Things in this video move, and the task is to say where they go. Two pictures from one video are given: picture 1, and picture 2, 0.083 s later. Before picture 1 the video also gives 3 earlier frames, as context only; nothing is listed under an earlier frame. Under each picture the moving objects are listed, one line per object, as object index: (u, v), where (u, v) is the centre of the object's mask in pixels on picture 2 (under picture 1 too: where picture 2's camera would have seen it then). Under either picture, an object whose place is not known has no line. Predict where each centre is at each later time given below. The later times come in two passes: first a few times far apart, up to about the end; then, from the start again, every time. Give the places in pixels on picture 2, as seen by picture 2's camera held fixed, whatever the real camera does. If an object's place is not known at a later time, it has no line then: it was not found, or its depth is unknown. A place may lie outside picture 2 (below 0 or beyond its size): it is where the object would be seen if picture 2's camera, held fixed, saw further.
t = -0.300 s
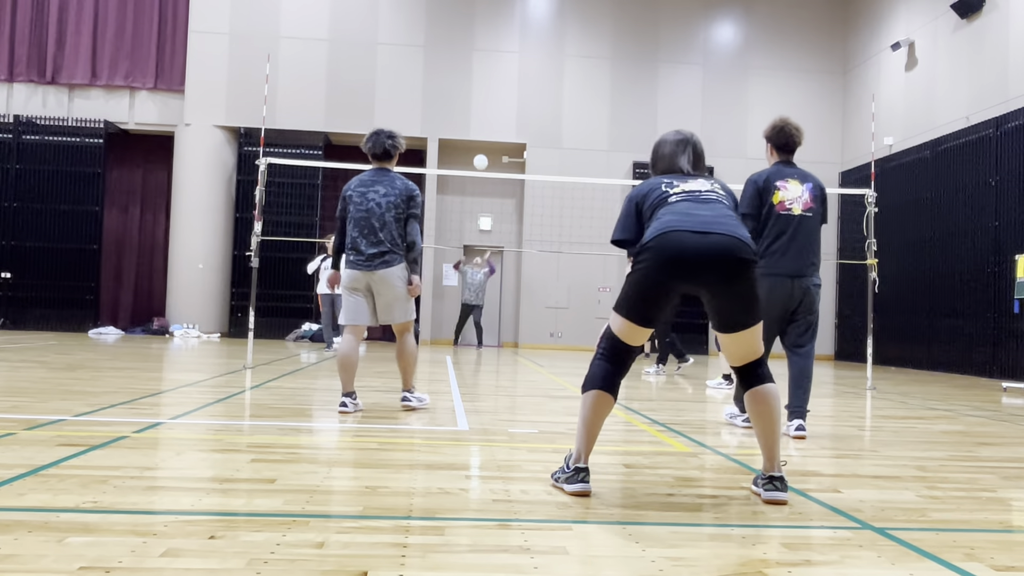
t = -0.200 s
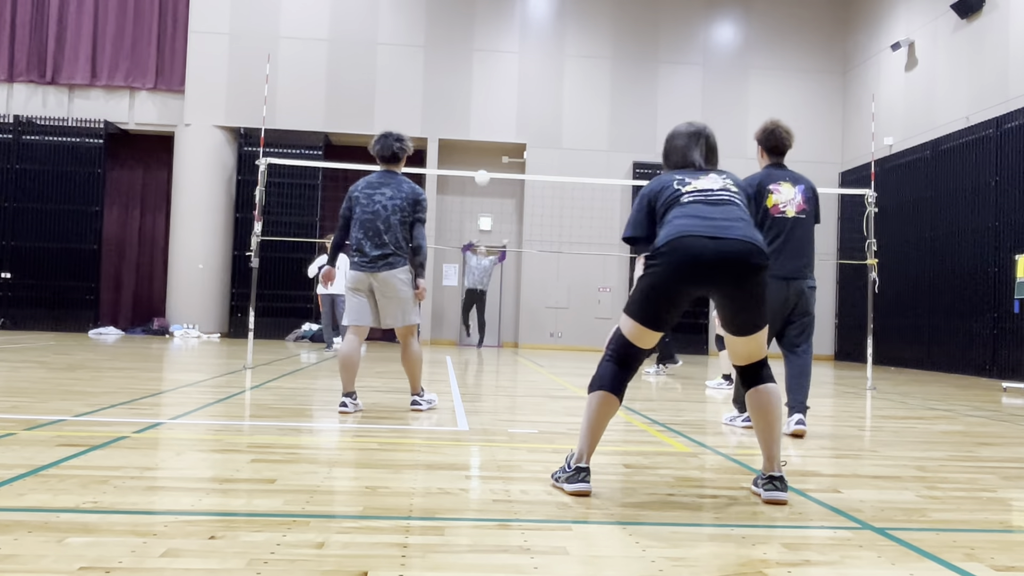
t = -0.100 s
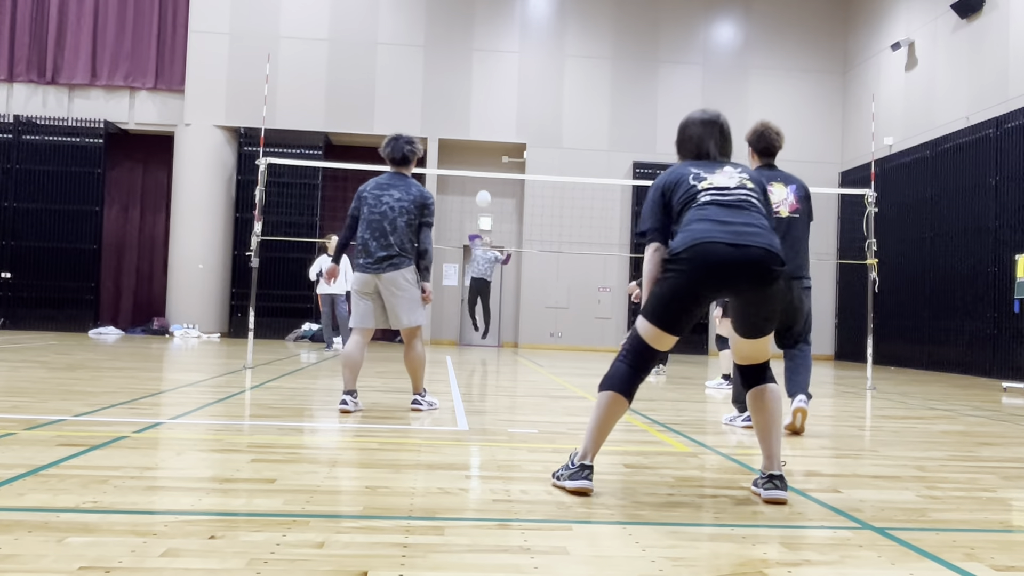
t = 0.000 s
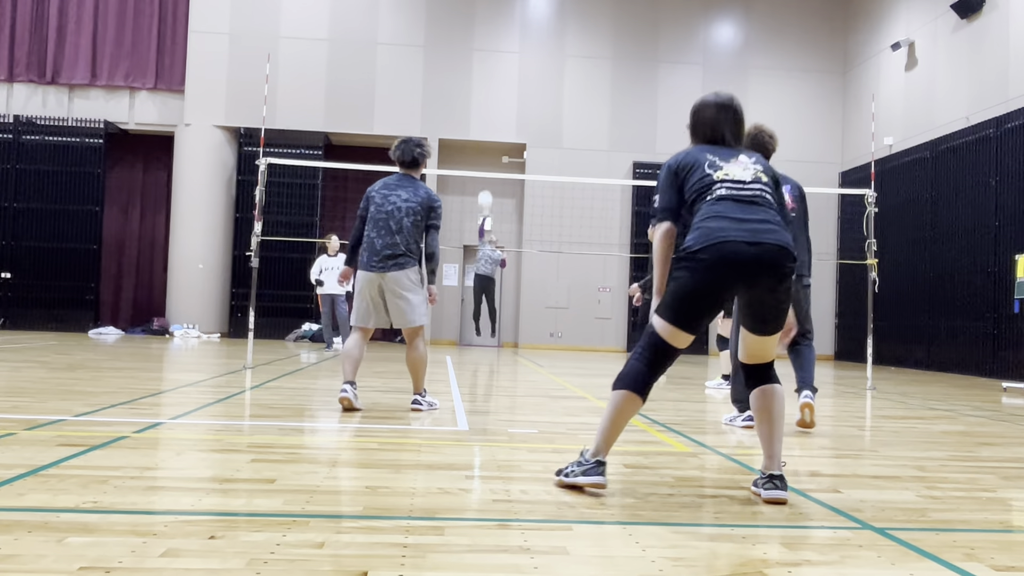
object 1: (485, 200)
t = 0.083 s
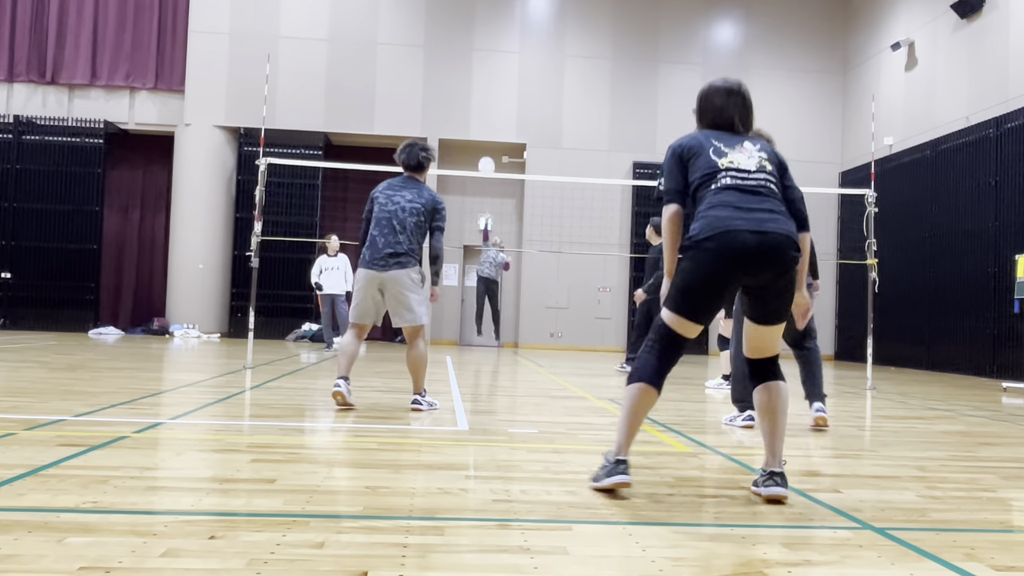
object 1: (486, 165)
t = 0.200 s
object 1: (486, 123)
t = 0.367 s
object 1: (483, 79)
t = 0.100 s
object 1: (487, 160)
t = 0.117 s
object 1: (487, 154)
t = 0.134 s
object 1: (487, 148)
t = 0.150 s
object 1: (487, 143)
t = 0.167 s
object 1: (486, 137)
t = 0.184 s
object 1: (486, 131)
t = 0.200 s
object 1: (486, 123)
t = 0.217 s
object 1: (486, 118)
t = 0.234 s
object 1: (486, 114)
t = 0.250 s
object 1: (485, 109)
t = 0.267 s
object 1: (485, 104)
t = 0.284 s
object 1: (484, 100)
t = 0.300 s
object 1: (484, 95)
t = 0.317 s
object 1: (484, 91)
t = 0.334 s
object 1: (484, 87)
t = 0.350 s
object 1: (483, 83)
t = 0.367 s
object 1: (483, 79)
